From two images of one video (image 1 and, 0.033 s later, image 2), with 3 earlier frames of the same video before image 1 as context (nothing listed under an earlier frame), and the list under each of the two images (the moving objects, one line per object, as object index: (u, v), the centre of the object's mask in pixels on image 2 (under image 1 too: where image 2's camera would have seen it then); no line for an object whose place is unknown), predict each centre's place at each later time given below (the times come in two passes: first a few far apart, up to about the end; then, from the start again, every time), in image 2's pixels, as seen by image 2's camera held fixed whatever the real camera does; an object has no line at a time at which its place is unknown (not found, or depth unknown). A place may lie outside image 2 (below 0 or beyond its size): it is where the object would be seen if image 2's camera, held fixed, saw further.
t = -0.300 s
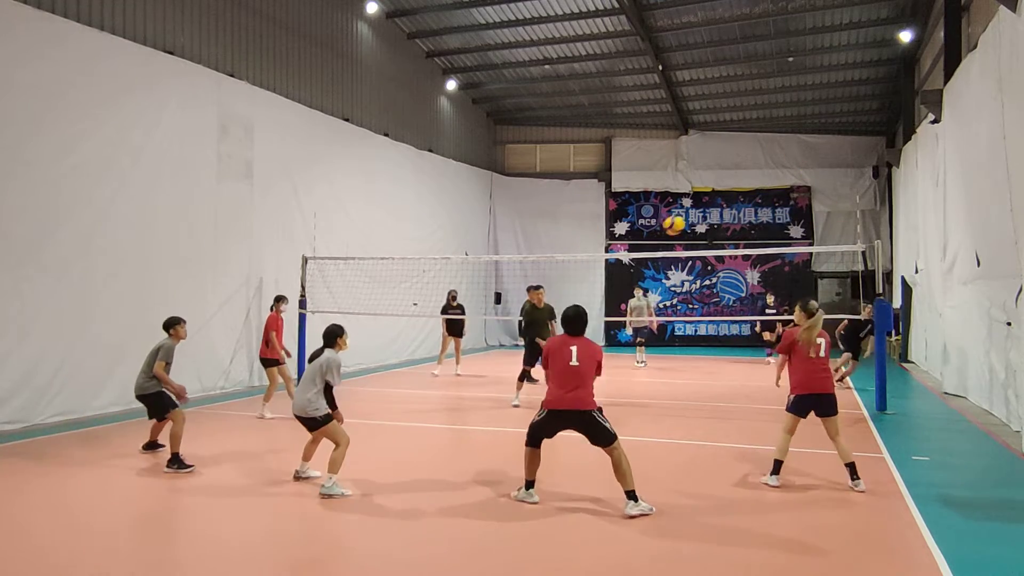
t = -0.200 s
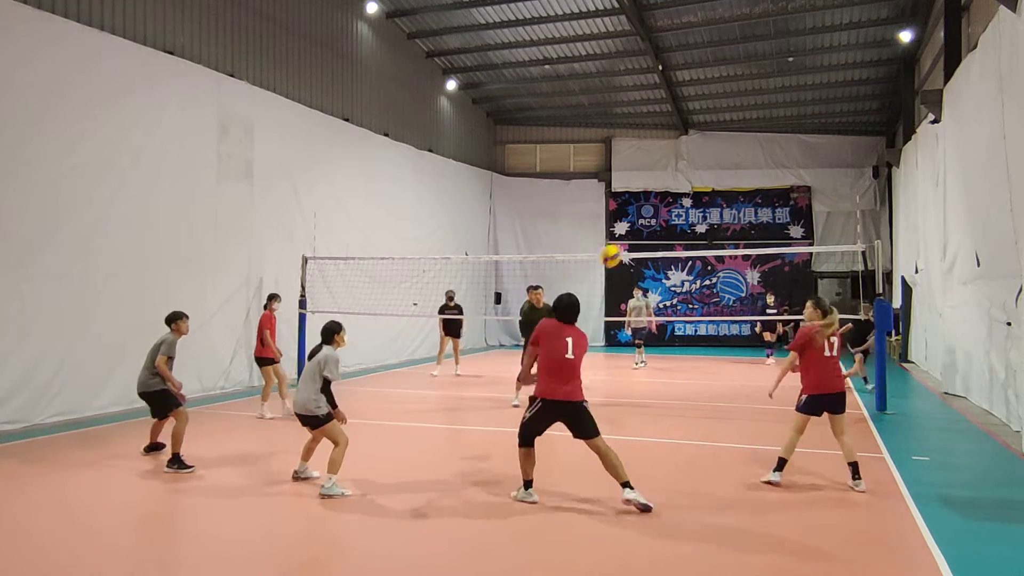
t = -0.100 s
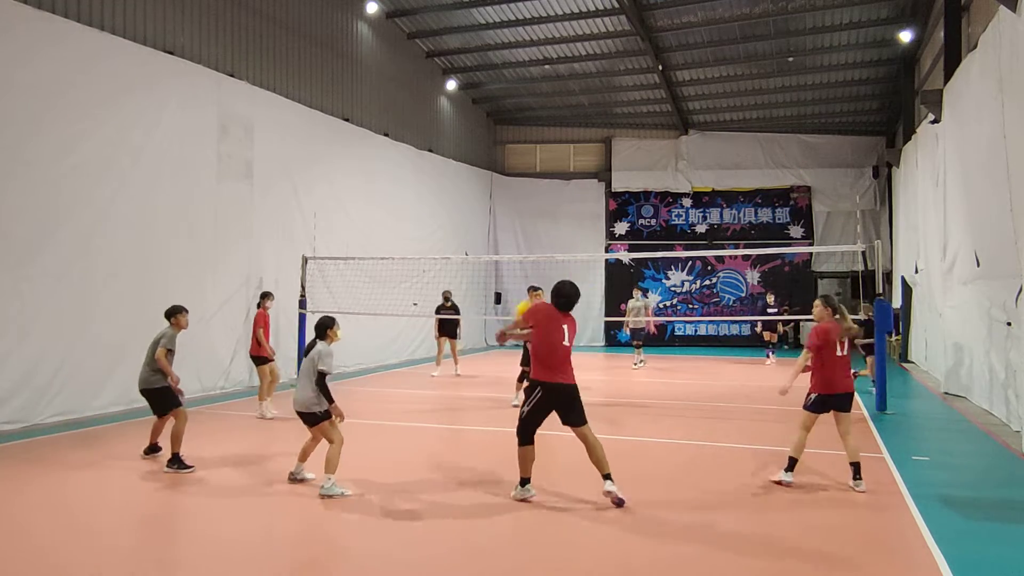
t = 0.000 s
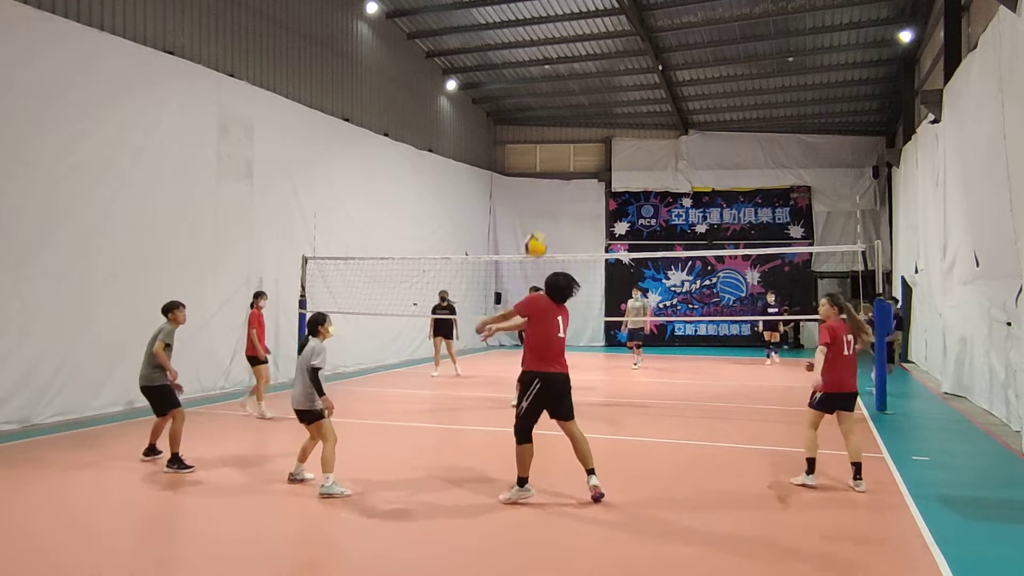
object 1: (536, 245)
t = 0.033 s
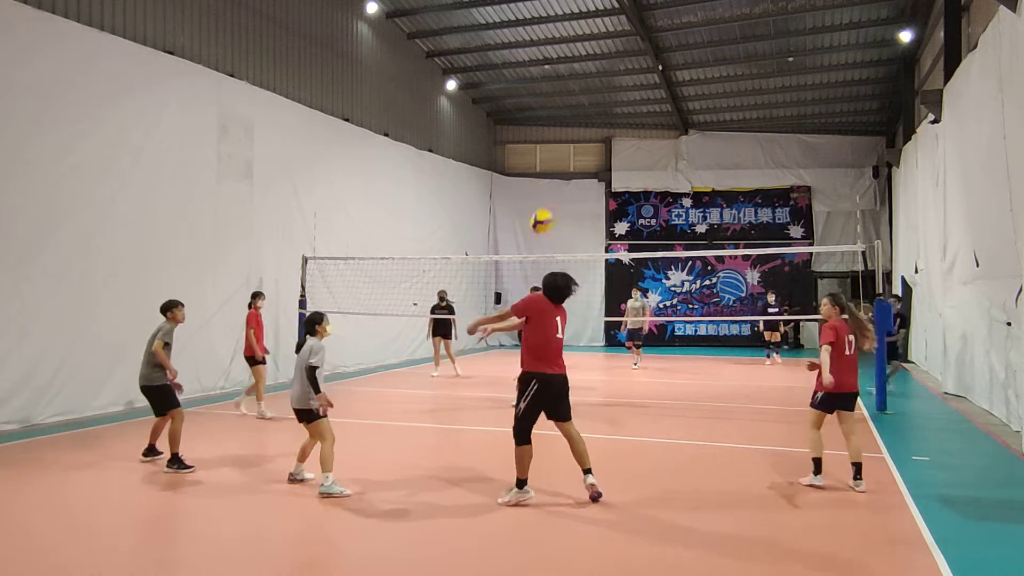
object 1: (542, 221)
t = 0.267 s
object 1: (579, 105)
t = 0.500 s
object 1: (611, 57)
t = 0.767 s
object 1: (640, 65)
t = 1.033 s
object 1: (665, 125)
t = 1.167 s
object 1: (676, 170)
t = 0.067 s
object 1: (548, 200)
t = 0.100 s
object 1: (554, 179)
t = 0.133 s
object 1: (559, 163)
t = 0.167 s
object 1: (564, 145)
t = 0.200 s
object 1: (569, 131)
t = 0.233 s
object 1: (575, 118)
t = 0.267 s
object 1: (579, 105)
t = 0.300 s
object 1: (584, 95)
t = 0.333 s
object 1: (589, 86)
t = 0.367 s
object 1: (594, 78)
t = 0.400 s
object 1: (598, 71)
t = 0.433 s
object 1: (602, 65)
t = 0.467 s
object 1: (607, 61)
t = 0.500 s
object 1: (611, 57)
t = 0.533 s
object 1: (615, 55)
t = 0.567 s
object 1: (619, 54)
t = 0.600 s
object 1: (623, 53)
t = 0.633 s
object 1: (626, 54)
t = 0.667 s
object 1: (630, 55)
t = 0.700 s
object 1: (633, 58)
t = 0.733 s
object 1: (637, 61)
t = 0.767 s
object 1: (640, 65)
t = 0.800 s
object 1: (644, 70)
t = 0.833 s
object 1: (647, 76)
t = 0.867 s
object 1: (650, 82)
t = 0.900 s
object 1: (653, 89)
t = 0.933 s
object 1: (656, 97)
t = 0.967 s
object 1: (659, 106)
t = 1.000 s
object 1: (662, 115)
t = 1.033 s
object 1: (665, 125)
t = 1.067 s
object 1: (668, 135)
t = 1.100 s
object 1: (671, 146)
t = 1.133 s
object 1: (673, 158)
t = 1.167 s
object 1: (676, 170)
